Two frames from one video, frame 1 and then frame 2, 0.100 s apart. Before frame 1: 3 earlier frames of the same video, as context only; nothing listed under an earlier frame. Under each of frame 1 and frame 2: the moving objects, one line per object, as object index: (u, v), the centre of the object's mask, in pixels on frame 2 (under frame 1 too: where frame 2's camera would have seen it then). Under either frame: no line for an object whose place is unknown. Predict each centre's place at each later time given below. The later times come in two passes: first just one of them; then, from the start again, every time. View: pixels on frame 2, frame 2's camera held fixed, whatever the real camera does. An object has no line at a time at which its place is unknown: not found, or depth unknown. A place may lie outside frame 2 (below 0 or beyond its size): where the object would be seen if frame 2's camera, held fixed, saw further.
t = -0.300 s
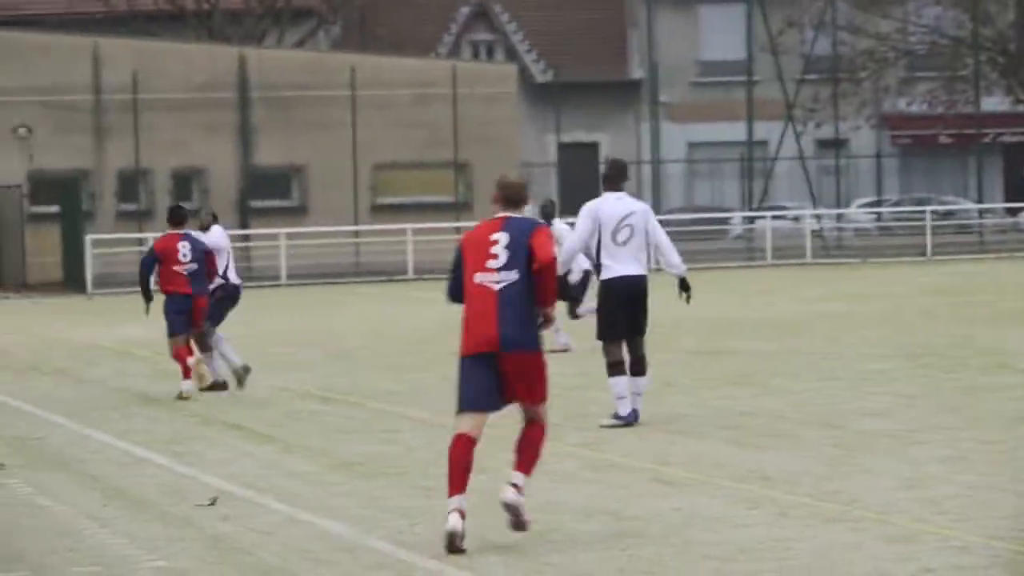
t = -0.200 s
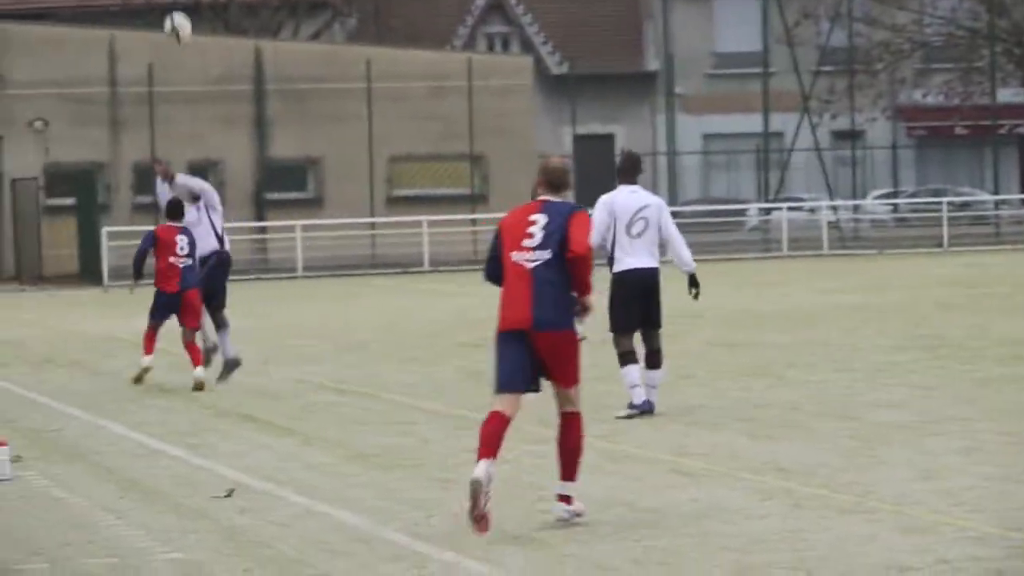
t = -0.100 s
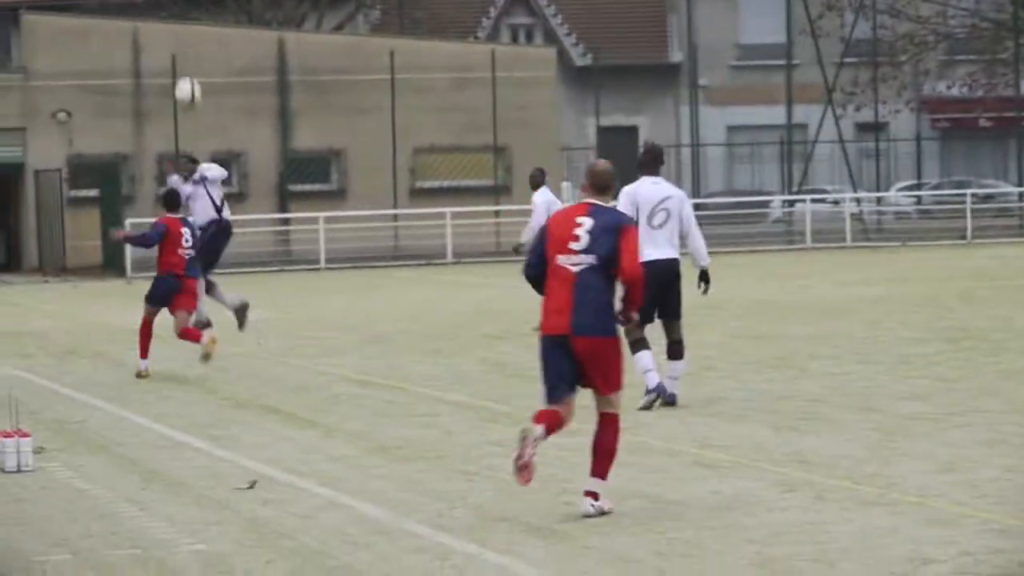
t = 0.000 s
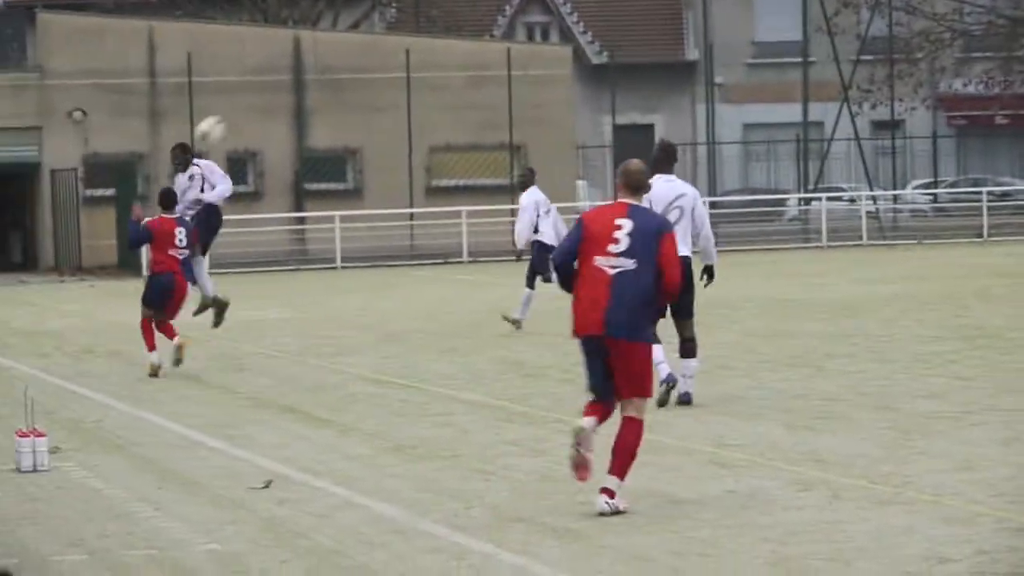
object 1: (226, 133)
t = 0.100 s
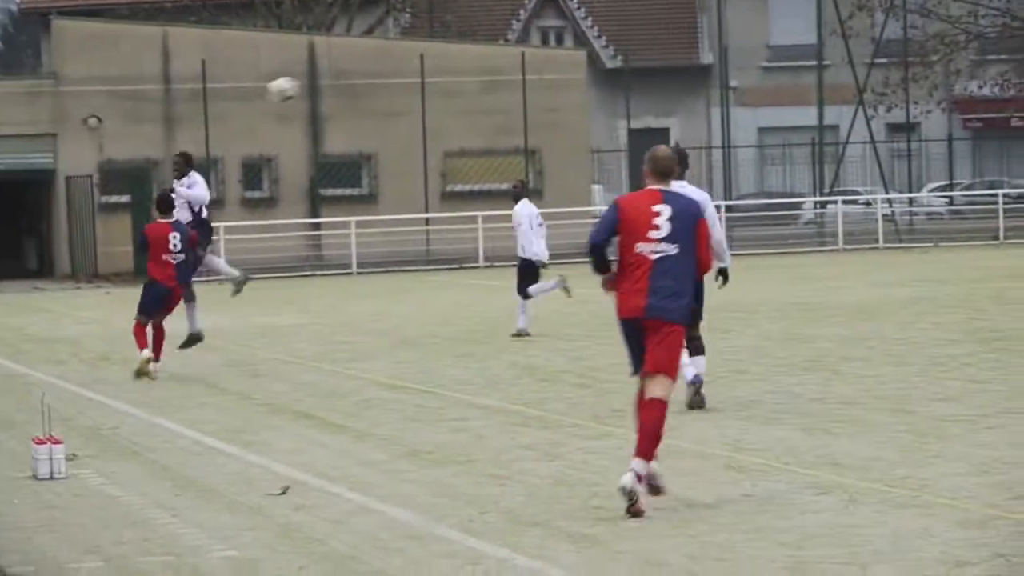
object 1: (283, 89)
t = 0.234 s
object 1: (355, 48)
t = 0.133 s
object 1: (301, 79)
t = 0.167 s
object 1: (320, 66)
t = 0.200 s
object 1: (337, 58)
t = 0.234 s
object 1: (355, 48)
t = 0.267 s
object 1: (374, 39)
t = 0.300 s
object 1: (392, 35)
